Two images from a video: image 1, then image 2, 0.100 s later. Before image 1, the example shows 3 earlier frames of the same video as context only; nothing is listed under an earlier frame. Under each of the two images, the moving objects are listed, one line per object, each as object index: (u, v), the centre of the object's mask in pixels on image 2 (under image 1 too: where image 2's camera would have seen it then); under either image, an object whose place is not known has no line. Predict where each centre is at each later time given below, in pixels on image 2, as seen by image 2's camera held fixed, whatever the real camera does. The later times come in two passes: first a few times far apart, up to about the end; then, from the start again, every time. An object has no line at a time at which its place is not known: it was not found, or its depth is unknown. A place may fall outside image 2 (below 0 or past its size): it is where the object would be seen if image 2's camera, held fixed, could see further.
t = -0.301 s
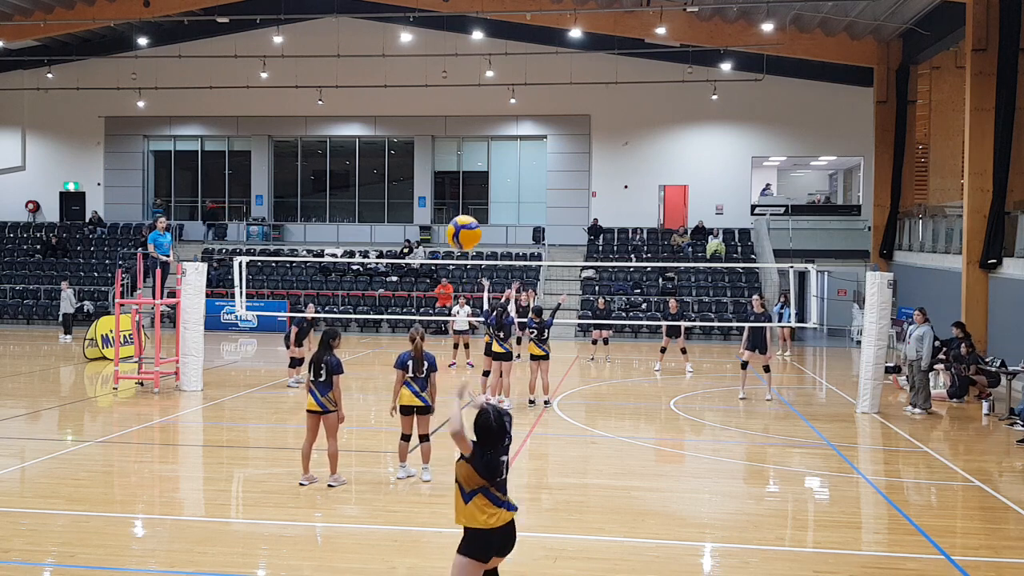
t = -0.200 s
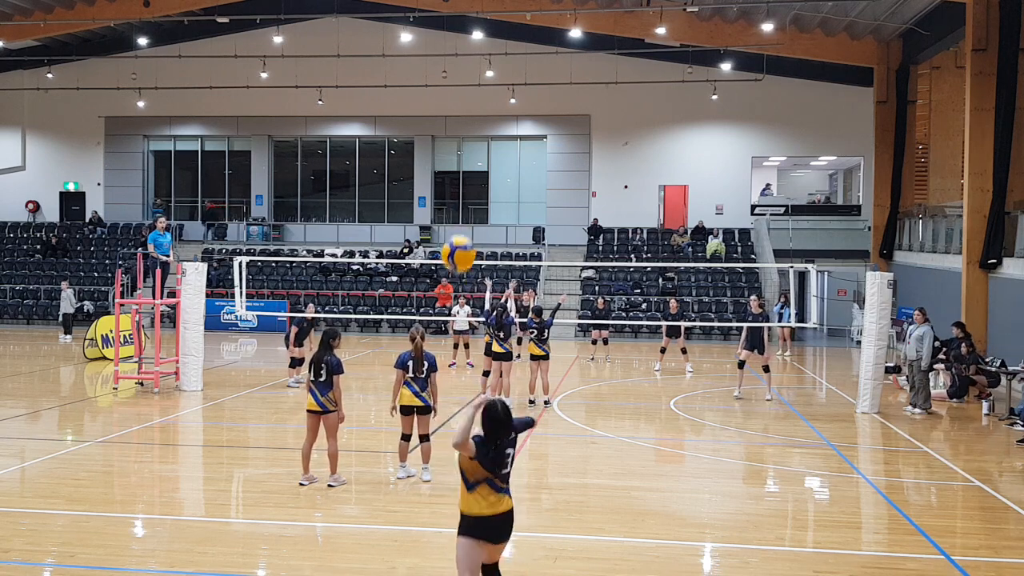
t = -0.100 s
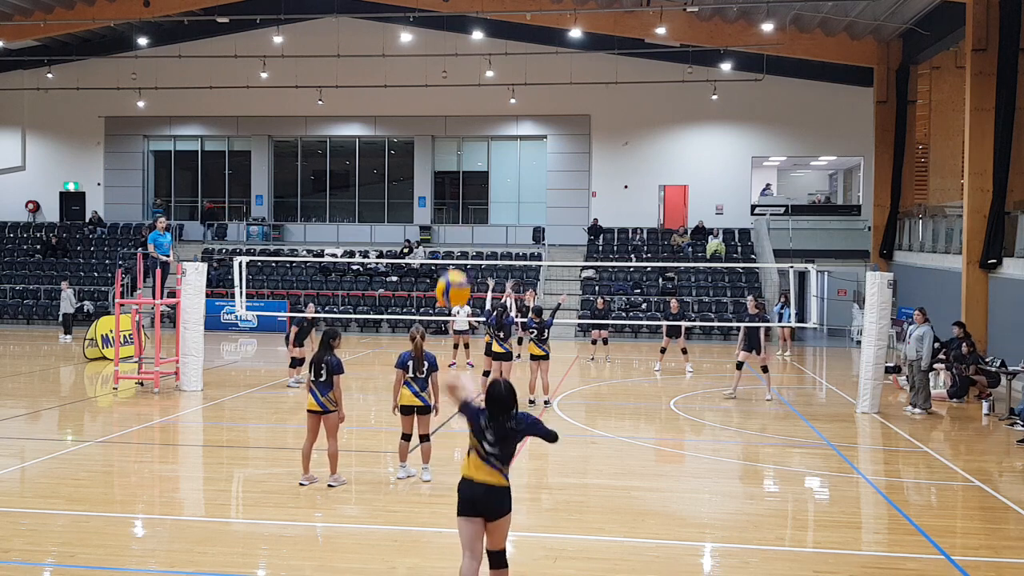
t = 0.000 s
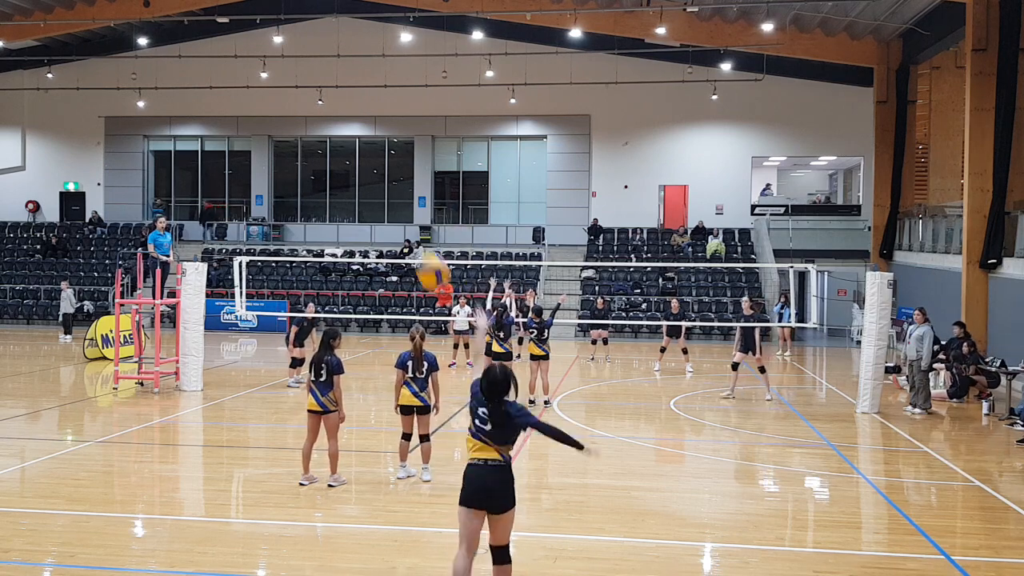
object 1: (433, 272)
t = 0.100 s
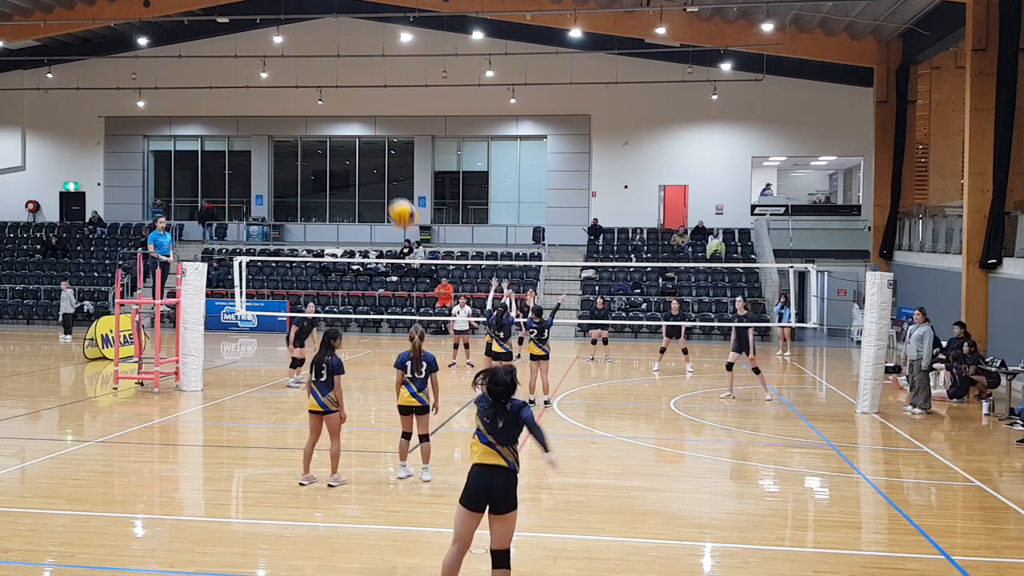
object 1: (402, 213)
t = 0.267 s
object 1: (366, 168)
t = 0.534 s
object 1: (325, 166)
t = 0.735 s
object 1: (303, 200)
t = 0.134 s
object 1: (394, 201)
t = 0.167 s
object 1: (386, 190)
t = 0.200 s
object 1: (379, 181)
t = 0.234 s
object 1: (372, 173)
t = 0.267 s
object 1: (366, 168)
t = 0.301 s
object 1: (360, 164)
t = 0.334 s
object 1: (353, 161)
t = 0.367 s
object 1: (348, 159)
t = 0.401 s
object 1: (343, 158)
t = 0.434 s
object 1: (338, 159)
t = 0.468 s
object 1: (333, 160)
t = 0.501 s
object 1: (329, 162)
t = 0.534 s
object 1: (325, 166)
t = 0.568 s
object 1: (320, 170)
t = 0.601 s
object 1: (317, 174)
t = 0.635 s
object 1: (313, 180)
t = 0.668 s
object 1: (310, 186)
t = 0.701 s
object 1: (306, 192)
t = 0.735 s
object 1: (303, 200)
